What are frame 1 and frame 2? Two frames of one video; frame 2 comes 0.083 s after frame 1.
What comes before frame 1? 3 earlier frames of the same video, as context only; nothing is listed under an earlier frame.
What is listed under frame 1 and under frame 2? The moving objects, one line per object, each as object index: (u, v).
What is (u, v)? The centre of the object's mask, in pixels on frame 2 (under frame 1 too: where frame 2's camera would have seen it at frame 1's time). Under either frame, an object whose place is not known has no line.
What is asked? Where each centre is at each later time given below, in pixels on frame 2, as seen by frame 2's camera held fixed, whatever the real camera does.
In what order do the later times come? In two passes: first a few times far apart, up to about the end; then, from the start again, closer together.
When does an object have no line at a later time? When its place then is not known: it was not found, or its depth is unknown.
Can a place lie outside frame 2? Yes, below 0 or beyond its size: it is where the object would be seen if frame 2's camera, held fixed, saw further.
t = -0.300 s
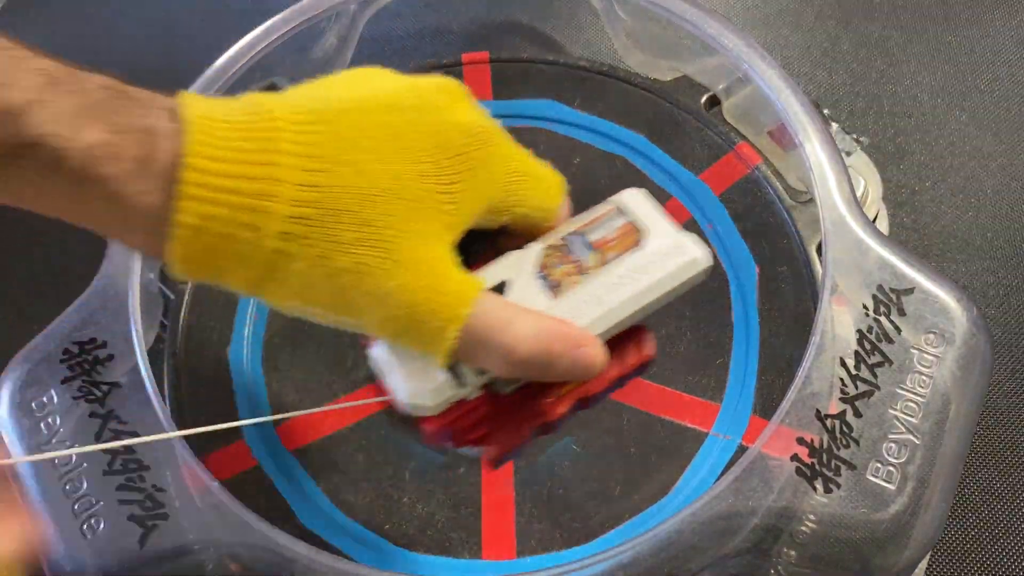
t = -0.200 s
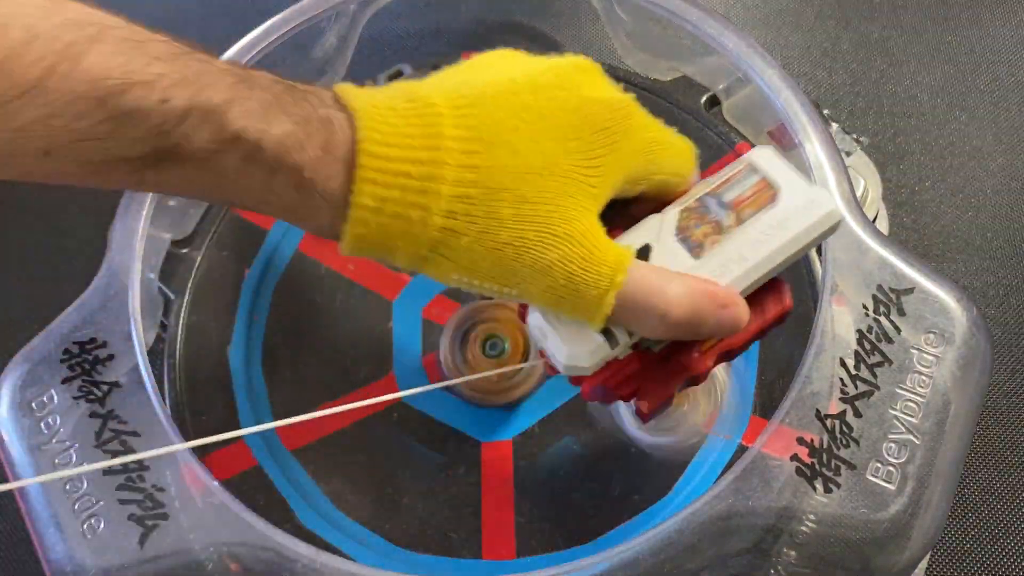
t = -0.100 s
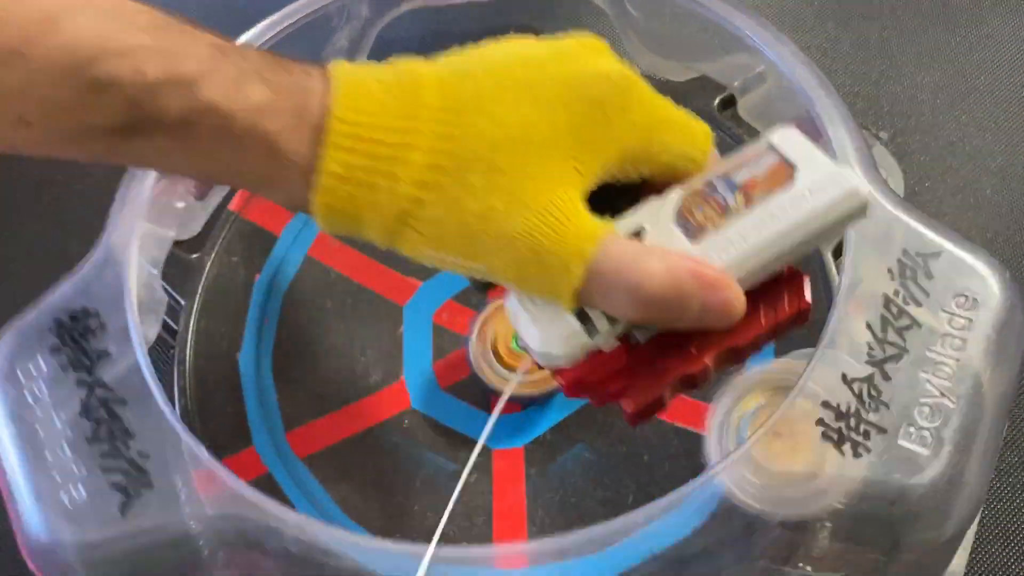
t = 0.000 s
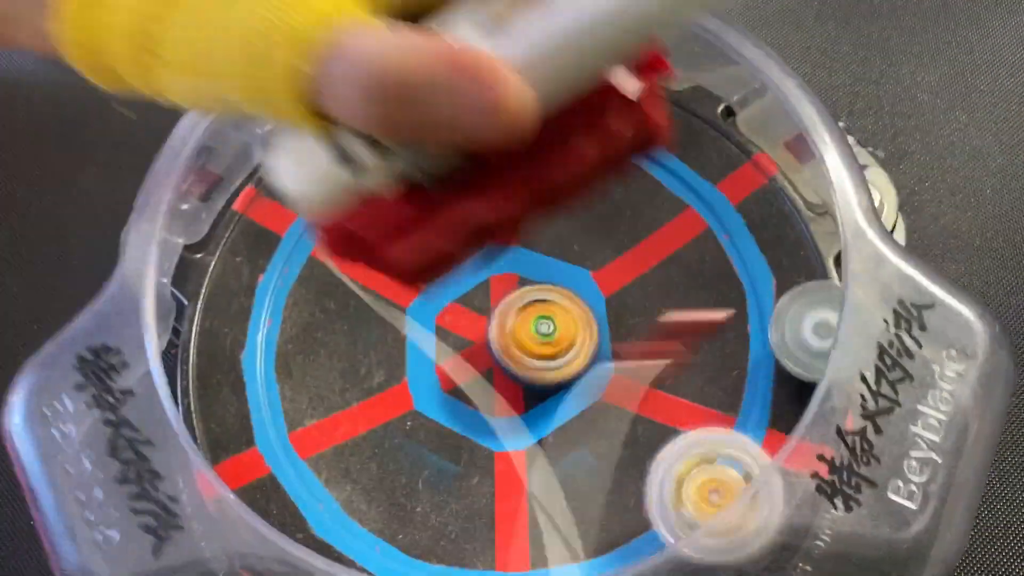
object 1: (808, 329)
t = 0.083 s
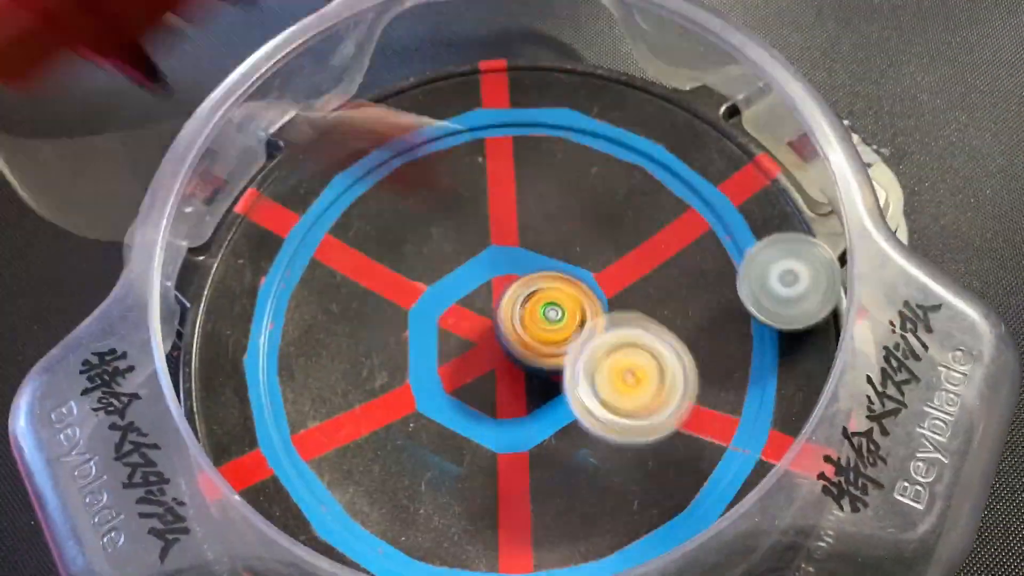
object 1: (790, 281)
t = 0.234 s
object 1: (685, 253)
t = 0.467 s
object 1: (598, 412)
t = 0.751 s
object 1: (515, 454)
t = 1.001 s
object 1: (516, 468)
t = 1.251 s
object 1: (546, 431)
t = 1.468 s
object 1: (513, 388)
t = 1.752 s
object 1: (418, 393)
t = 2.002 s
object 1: (360, 319)
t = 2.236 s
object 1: (359, 248)
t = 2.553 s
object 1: (459, 233)
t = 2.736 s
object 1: (532, 228)
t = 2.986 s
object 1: (589, 217)
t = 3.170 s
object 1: (602, 223)
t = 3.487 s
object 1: (626, 273)
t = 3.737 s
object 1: (648, 341)
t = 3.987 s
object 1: (641, 399)
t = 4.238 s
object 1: (590, 432)
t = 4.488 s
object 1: (512, 452)
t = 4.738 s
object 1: (441, 460)
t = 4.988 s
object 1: (406, 431)
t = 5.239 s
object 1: (394, 355)
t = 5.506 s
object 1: (381, 270)
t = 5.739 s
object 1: (395, 234)
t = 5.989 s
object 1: (453, 225)
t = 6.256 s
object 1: (546, 208)
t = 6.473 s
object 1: (601, 195)
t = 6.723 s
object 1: (630, 224)
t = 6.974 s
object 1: (646, 302)
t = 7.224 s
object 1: (646, 398)
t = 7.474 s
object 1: (610, 448)
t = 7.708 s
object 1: (530, 449)
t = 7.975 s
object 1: (423, 439)
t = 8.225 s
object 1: (375, 406)
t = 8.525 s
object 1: (387, 320)
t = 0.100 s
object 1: (781, 273)
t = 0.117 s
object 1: (772, 267)
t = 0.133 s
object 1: (761, 262)
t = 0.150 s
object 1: (750, 258)
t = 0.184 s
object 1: (726, 254)
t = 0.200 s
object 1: (712, 253)
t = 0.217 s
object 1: (699, 252)
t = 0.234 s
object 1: (685, 253)
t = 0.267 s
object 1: (656, 254)
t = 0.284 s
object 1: (642, 255)
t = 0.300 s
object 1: (629, 257)
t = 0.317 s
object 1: (625, 268)
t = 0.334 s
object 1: (624, 279)
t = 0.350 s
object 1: (622, 291)
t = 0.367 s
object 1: (620, 306)
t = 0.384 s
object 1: (618, 325)
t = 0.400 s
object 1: (616, 348)
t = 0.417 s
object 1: (613, 372)
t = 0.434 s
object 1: (609, 389)
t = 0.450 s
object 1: (603, 399)
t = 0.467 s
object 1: (598, 412)
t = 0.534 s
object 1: (572, 462)
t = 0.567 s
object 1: (558, 477)
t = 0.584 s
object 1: (552, 481)
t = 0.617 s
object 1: (540, 485)
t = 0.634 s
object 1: (534, 484)
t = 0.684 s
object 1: (523, 477)
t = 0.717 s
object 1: (518, 467)
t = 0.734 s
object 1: (516, 461)
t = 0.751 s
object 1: (515, 454)
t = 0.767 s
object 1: (514, 447)
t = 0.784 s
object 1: (514, 439)
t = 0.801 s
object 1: (513, 431)
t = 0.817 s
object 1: (513, 423)
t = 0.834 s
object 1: (514, 416)
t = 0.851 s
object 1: (513, 417)
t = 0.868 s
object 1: (512, 425)
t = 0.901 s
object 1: (511, 440)
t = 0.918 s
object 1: (511, 446)
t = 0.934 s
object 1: (511, 452)
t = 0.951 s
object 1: (511, 457)
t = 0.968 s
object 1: (512, 462)
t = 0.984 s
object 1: (514, 465)
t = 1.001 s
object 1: (516, 468)
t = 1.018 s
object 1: (518, 471)
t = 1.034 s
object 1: (519, 472)
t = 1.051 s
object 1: (522, 473)
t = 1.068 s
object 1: (524, 473)
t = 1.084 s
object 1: (527, 472)
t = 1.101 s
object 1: (529, 470)
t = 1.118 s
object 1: (532, 468)
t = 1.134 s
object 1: (534, 465)
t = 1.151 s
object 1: (536, 461)
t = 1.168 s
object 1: (538, 457)
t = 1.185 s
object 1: (540, 452)
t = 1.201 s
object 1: (542, 448)
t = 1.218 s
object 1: (543, 442)
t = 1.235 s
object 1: (545, 437)
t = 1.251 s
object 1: (546, 431)
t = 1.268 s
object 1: (547, 426)
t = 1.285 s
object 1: (547, 421)
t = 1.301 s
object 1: (547, 415)
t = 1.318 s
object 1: (547, 410)
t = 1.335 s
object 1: (546, 405)
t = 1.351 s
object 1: (545, 401)
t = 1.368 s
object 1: (543, 396)
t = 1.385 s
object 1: (541, 392)
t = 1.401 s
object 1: (537, 389)
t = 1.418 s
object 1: (534, 385)
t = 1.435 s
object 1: (528, 384)
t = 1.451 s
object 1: (521, 386)
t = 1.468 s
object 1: (513, 388)
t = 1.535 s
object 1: (483, 392)
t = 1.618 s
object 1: (452, 394)
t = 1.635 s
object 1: (447, 395)
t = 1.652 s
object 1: (441, 395)
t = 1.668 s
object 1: (437, 395)
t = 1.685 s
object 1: (433, 395)
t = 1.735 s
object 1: (422, 394)
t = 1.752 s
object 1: (418, 393)
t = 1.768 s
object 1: (414, 391)
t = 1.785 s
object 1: (410, 388)
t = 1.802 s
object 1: (406, 385)
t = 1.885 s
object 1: (384, 362)
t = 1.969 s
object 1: (366, 332)
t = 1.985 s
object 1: (363, 326)
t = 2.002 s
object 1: (360, 319)
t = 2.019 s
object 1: (358, 313)
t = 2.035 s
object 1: (356, 307)
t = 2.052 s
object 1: (354, 300)
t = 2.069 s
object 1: (352, 294)
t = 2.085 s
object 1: (351, 288)
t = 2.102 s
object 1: (351, 283)
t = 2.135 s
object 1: (351, 272)
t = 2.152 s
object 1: (351, 268)
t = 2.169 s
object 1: (352, 263)
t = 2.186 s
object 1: (354, 259)
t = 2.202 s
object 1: (355, 255)
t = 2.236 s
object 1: (359, 248)
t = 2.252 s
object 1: (362, 246)
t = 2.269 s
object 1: (364, 243)
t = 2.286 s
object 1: (368, 241)
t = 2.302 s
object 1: (371, 239)
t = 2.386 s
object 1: (395, 234)
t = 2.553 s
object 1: (459, 233)
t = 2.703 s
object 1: (519, 230)
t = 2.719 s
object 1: (525, 228)
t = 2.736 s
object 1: (532, 228)
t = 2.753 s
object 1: (538, 226)
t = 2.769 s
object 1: (543, 225)
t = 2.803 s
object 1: (554, 223)
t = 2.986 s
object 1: (589, 217)
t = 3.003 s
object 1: (591, 217)
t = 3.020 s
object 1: (593, 217)
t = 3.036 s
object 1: (594, 217)
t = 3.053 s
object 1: (595, 218)
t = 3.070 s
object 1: (597, 218)
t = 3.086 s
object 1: (598, 218)
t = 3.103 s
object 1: (599, 219)
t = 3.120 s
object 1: (600, 220)
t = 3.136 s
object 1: (601, 220)
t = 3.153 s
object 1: (601, 222)
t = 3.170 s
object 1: (602, 223)
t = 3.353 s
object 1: (613, 245)
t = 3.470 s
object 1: (625, 269)
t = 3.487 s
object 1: (626, 273)
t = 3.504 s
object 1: (628, 277)
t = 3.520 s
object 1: (630, 281)
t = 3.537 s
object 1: (631, 285)
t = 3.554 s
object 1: (633, 289)
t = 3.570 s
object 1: (635, 294)
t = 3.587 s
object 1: (636, 299)
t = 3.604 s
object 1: (638, 303)
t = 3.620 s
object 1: (640, 308)
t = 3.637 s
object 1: (641, 313)
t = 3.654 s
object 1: (642, 318)
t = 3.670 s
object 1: (644, 323)
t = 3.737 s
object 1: (648, 341)
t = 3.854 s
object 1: (650, 371)
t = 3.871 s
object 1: (650, 375)
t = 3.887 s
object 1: (649, 379)
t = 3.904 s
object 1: (648, 383)
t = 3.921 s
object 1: (647, 387)
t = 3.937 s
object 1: (646, 390)
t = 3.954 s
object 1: (645, 393)
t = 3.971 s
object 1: (643, 396)
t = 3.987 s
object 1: (641, 399)
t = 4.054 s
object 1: (632, 410)
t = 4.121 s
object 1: (618, 420)
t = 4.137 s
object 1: (615, 422)
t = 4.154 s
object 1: (611, 424)
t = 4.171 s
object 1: (607, 425)
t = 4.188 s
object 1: (603, 427)
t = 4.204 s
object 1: (598, 429)
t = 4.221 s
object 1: (594, 430)
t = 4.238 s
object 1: (590, 432)
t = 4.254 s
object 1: (585, 433)
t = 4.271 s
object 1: (580, 435)
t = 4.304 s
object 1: (571, 438)
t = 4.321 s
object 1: (566, 439)
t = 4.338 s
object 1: (560, 440)
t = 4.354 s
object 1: (555, 441)
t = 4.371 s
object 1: (549, 443)
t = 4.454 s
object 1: (523, 450)
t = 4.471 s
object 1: (517, 451)
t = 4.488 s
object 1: (512, 452)
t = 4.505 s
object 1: (506, 453)
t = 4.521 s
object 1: (501, 454)
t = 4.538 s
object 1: (495, 455)
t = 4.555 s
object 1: (490, 456)
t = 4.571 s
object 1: (485, 457)
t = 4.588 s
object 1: (480, 458)
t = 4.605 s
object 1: (475, 458)
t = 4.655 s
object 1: (461, 460)
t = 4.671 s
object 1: (457, 460)
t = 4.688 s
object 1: (453, 461)
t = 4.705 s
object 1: (449, 461)
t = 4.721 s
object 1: (445, 461)
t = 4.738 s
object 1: (441, 460)
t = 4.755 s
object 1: (438, 460)
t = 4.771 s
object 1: (434, 459)
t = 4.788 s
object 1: (431, 458)
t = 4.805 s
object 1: (428, 457)
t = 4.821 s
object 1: (426, 456)
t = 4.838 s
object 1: (423, 454)
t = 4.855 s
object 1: (420, 452)
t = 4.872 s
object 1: (418, 450)
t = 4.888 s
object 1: (416, 448)
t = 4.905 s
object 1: (414, 446)
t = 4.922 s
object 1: (412, 443)
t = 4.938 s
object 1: (411, 441)
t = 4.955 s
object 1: (409, 438)
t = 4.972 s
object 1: (408, 434)
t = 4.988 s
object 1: (406, 431)
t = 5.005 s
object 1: (405, 427)
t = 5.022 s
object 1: (404, 423)
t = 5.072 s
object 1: (402, 410)
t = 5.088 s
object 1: (401, 405)
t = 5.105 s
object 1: (401, 400)
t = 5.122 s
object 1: (400, 394)
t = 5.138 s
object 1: (399, 390)
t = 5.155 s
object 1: (399, 384)
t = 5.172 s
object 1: (398, 378)
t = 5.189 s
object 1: (397, 373)
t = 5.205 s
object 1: (396, 368)
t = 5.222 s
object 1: (395, 361)
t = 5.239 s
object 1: (394, 355)
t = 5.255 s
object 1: (393, 350)
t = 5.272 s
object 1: (393, 345)
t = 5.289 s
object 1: (392, 339)
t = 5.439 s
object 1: (383, 289)
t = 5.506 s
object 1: (381, 270)
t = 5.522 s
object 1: (381, 267)
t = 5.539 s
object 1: (380, 263)
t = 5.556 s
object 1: (381, 259)
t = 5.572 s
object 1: (381, 255)
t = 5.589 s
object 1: (381, 252)
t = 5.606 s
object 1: (382, 250)
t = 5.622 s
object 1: (383, 247)
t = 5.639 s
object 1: (384, 245)
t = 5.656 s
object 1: (385, 242)
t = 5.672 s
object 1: (386, 240)
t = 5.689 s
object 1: (388, 238)
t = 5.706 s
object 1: (390, 236)
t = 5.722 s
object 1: (392, 235)
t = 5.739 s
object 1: (395, 234)
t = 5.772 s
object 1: (400, 232)
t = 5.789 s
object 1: (403, 231)
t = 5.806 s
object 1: (406, 231)
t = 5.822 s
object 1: (409, 230)
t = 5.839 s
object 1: (413, 229)
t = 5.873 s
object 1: (420, 229)
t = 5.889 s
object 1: (424, 228)
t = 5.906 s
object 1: (429, 228)
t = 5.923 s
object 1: (433, 228)
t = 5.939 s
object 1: (438, 227)
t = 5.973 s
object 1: (448, 226)
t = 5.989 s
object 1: (453, 225)
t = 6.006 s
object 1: (459, 224)
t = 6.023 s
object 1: (464, 224)
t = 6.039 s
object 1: (470, 223)
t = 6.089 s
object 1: (487, 221)
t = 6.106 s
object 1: (493, 220)
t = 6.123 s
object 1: (499, 218)
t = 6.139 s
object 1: (505, 217)
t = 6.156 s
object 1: (512, 216)
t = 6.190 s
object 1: (523, 213)
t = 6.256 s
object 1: (546, 208)
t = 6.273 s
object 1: (551, 207)
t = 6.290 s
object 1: (556, 205)
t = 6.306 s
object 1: (561, 203)
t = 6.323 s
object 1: (566, 201)
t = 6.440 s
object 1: (594, 195)
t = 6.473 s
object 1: (601, 195)
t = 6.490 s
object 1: (603, 195)
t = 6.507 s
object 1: (606, 195)
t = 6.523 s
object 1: (609, 196)
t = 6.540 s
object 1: (611, 197)
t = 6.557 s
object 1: (614, 198)
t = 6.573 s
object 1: (616, 200)
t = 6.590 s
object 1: (618, 202)
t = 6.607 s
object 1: (619, 203)
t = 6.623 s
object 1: (621, 206)
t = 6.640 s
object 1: (623, 208)
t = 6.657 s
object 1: (624, 211)
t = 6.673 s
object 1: (626, 214)
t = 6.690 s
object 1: (627, 217)
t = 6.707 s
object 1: (629, 220)
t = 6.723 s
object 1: (630, 224)
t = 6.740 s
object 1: (631, 228)
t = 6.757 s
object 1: (633, 232)
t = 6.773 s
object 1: (634, 236)
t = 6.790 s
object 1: (635, 241)
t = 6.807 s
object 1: (636, 245)
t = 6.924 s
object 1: (644, 284)
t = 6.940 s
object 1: (645, 289)
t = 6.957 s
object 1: (645, 296)
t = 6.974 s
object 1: (646, 302)
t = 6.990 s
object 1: (647, 308)
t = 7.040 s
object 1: (648, 328)
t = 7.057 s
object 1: (648, 335)
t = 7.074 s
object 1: (648, 341)
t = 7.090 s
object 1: (648, 348)
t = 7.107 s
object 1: (648, 355)
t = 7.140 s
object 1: (647, 368)
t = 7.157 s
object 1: (647, 374)
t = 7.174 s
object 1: (647, 380)
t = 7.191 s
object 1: (647, 387)
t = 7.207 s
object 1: (647, 393)
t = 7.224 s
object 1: (646, 398)
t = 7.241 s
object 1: (645, 403)
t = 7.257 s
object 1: (644, 408)
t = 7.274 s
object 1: (642, 413)
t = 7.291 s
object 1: (641, 418)
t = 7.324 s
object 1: (637, 425)
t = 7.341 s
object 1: (635, 429)
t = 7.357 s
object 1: (633, 432)
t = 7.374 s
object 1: (630, 436)
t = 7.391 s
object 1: (628, 438)
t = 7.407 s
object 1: (624, 440)
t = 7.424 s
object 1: (621, 442)
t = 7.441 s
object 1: (618, 444)
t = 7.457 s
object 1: (614, 446)
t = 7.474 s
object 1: (610, 448)
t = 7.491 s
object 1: (605, 449)
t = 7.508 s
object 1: (601, 449)
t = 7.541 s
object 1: (591, 451)
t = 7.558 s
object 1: (586, 451)
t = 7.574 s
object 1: (580, 451)
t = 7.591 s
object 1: (574, 451)
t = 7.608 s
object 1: (568, 451)
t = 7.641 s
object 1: (556, 450)
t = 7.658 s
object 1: (550, 450)
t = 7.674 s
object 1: (544, 450)
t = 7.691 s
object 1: (537, 449)
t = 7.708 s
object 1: (530, 449)
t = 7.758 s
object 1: (509, 447)
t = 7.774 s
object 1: (502, 447)
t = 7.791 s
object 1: (495, 446)
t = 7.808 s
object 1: (488, 446)
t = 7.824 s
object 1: (481, 445)
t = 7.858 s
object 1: (467, 444)
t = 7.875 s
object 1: (460, 443)
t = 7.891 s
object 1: (454, 443)
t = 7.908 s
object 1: (447, 442)
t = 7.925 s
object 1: (441, 441)
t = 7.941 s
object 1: (435, 440)
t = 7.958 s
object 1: (429, 440)
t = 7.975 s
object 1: (423, 439)
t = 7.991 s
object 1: (417, 437)
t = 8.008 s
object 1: (412, 437)
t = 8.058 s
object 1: (399, 432)
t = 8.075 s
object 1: (395, 430)
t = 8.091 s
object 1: (391, 428)
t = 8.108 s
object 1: (388, 426)
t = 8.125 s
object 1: (386, 424)
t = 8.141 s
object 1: (383, 421)
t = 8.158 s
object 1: (380, 418)
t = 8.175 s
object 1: (379, 415)
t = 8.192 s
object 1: (377, 412)
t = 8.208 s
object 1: (376, 409)
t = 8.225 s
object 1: (375, 406)
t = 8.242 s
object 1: (374, 402)
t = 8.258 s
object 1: (374, 399)
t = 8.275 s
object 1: (374, 395)
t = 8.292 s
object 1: (374, 391)
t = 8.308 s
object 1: (375, 387)
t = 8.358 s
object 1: (377, 374)
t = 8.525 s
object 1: (387, 320)
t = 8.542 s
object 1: (388, 315)
